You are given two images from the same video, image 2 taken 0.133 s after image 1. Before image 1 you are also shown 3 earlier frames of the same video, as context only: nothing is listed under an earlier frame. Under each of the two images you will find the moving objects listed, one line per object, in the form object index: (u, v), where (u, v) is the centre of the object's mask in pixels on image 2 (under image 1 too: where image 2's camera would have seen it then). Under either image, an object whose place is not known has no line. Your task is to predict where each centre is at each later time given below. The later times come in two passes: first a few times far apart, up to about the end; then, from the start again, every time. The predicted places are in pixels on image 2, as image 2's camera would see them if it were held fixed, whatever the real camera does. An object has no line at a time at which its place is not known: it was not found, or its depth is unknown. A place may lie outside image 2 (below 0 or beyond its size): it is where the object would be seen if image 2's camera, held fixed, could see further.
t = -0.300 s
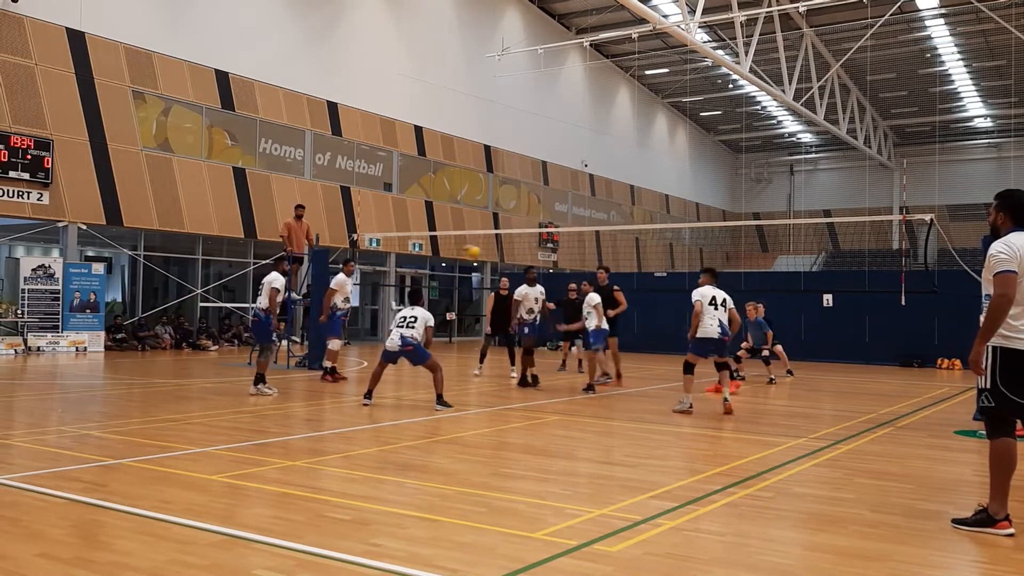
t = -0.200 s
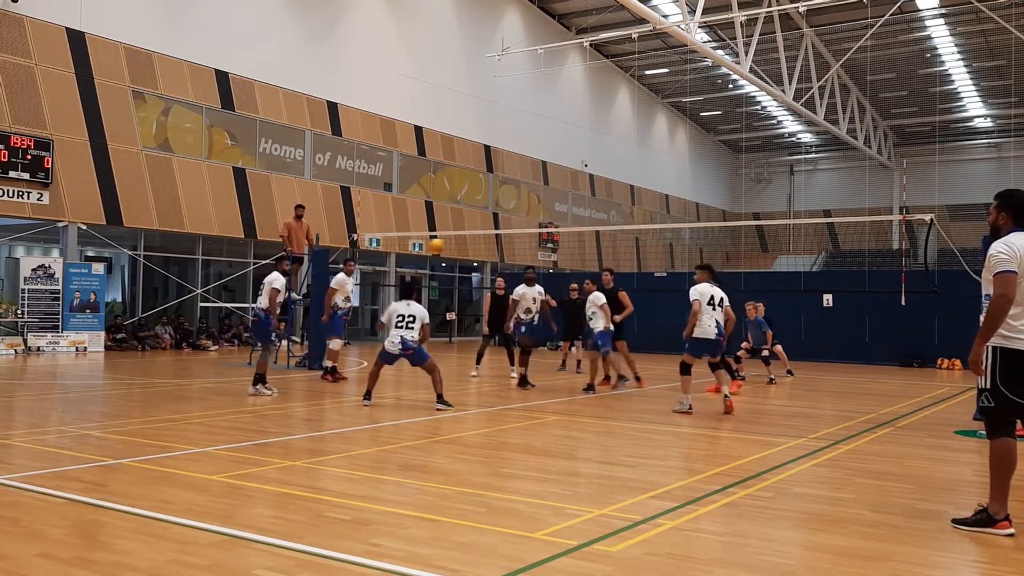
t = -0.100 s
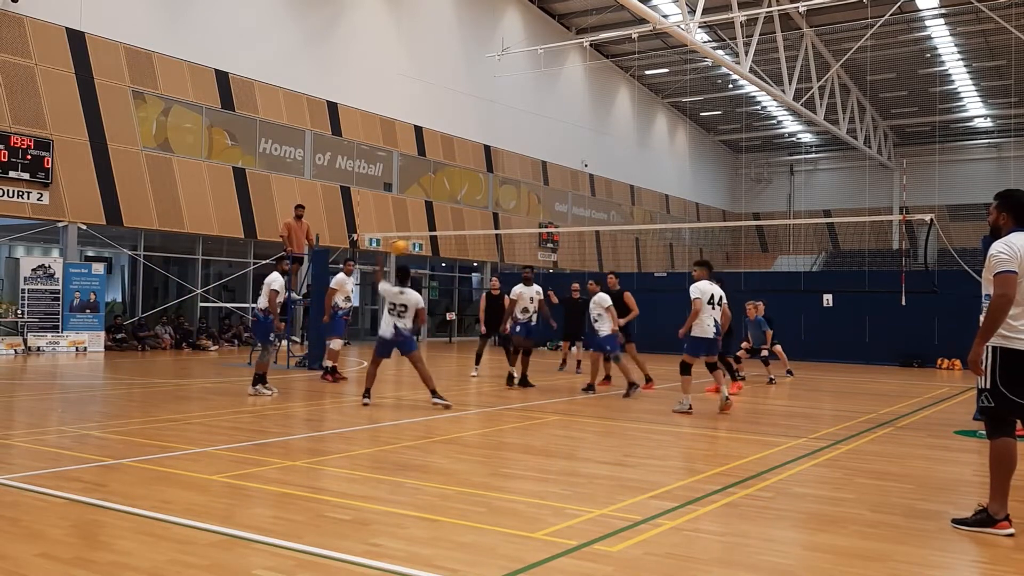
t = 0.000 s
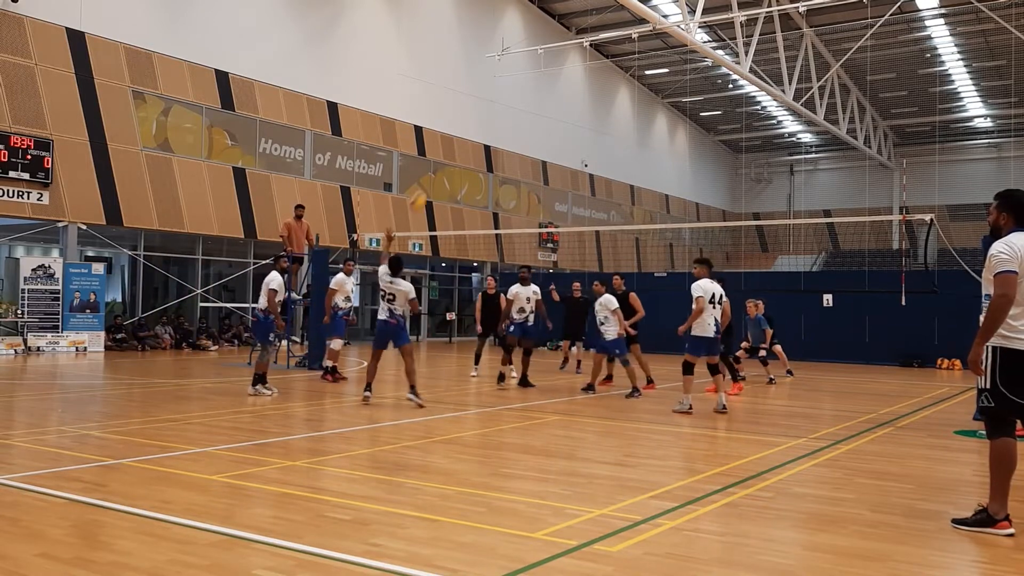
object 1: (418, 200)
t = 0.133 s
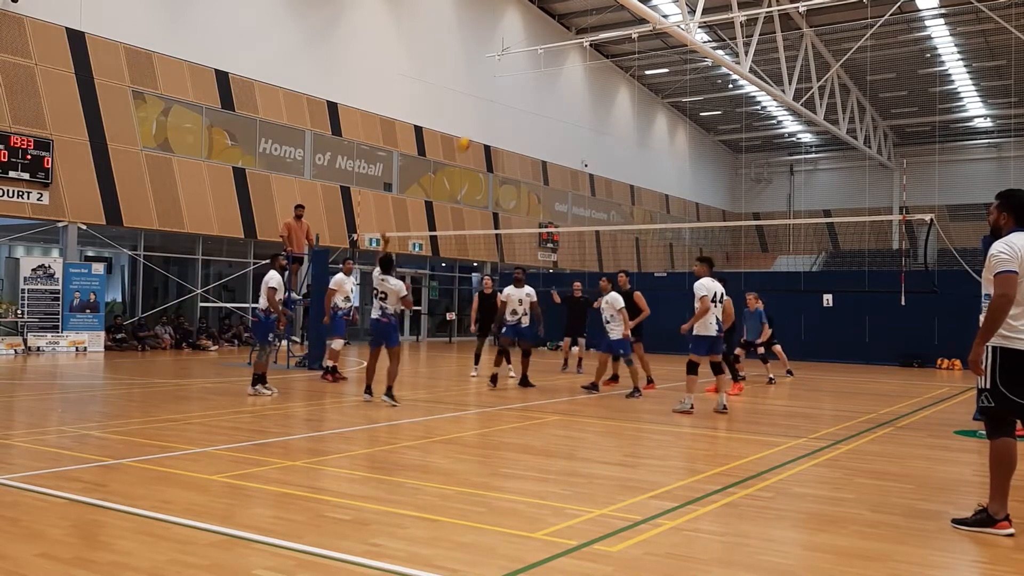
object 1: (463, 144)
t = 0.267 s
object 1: (501, 104)
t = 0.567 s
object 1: (566, 73)
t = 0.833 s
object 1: (610, 93)
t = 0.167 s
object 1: (472, 130)
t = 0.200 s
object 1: (483, 121)
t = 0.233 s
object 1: (492, 112)
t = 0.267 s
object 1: (501, 104)
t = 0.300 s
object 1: (509, 97)
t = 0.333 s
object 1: (518, 91)
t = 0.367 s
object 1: (525, 86)
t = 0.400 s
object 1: (533, 82)
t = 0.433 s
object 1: (540, 78)
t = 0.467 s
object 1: (546, 76)
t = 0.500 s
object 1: (553, 74)
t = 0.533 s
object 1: (559, 73)
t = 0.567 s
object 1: (566, 73)
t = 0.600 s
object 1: (572, 74)
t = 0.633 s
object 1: (578, 74)
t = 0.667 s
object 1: (584, 76)
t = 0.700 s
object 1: (591, 78)
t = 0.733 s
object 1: (596, 81)
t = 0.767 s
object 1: (602, 84)
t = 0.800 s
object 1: (606, 88)
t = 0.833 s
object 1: (610, 93)
